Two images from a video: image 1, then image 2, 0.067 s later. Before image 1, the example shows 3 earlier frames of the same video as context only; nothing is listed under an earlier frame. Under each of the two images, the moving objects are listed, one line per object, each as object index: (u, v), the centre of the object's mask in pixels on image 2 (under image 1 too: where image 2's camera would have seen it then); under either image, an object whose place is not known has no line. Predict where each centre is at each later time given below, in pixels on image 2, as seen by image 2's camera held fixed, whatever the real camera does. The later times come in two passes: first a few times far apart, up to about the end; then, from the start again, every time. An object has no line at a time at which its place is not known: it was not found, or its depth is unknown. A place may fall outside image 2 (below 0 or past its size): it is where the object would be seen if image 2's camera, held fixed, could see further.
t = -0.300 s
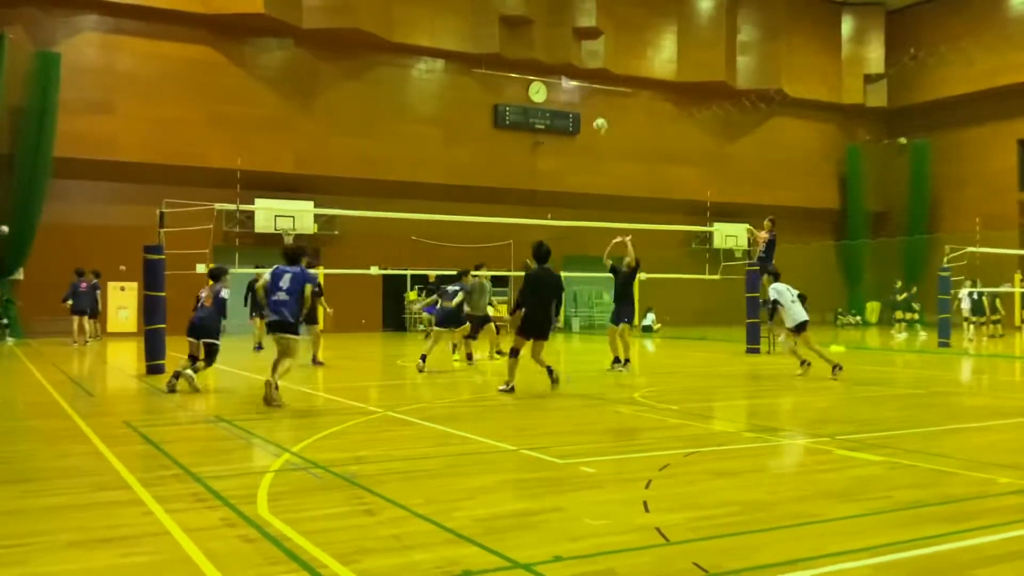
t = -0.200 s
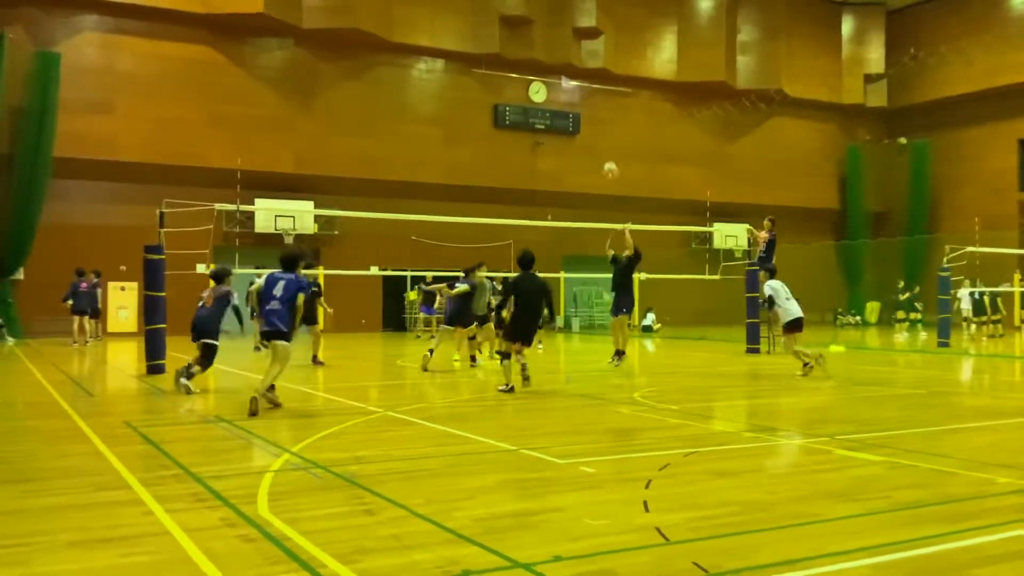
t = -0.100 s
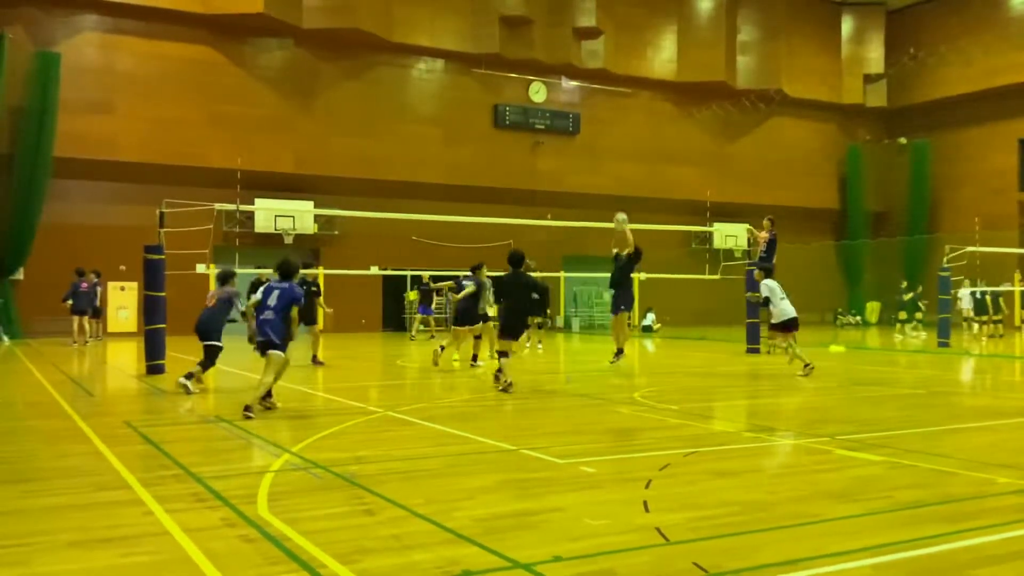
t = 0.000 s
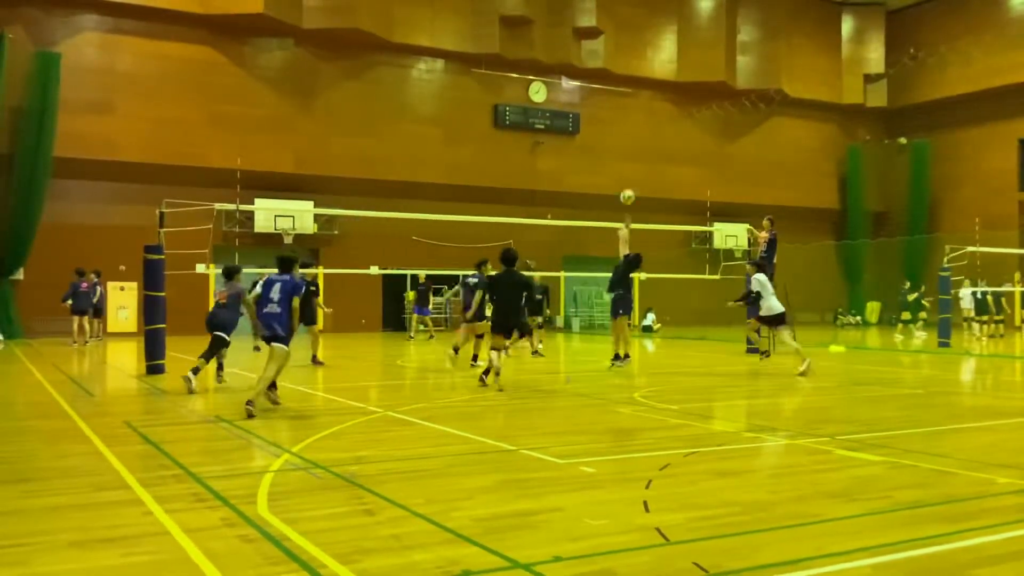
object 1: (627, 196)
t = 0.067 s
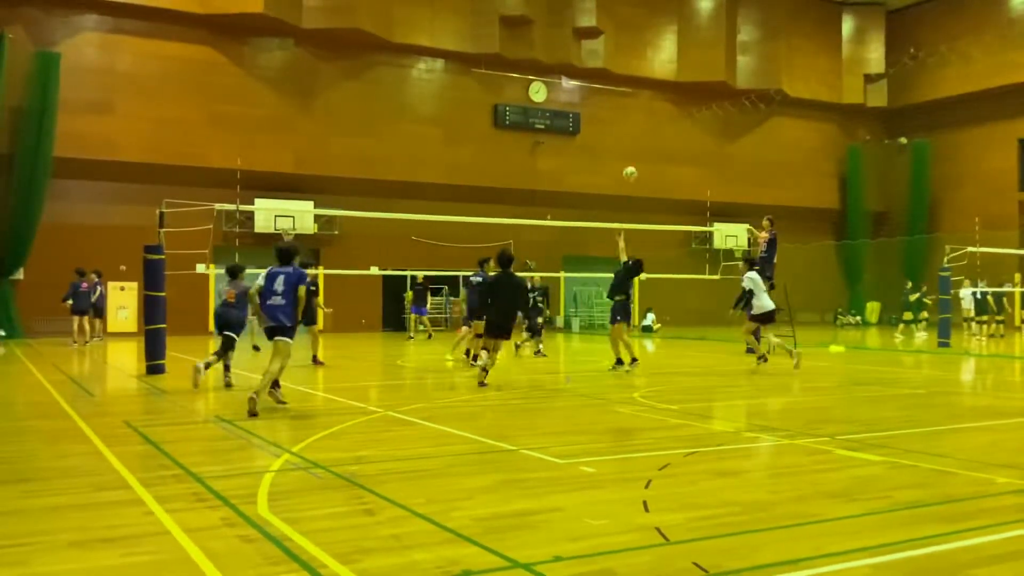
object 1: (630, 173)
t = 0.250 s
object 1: (637, 126)
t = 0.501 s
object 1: (646, 100)
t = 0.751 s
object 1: (654, 113)
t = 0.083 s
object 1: (631, 167)
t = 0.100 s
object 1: (631, 163)
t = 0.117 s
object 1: (632, 157)
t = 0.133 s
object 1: (632, 153)
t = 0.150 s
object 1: (634, 148)
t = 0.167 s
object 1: (634, 144)
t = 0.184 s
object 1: (635, 140)
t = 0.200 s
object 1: (635, 136)
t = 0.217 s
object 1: (636, 133)
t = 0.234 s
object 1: (637, 129)
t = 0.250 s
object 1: (637, 126)
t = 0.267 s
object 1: (638, 123)
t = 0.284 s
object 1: (638, 121)
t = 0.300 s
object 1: (639, 118)
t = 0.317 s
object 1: (639, 116)
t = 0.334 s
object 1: (640, 113)
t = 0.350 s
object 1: (641, 111)
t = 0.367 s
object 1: (642, 109)
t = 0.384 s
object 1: (642, 107)
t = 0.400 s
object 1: (643, 106)
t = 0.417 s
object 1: (644, 104)
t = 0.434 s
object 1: (644, 103)
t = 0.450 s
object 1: (644, 103)
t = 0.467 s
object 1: (645, 101)
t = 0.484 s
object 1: (646, 101)
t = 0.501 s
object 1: (646, 100)
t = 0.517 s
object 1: (647, 100)
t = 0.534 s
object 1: (647, 100)
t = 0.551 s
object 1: (648, 100)
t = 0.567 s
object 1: (648, 100)
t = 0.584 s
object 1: (649, 100)
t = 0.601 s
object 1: (649, 101)
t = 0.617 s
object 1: (650, 101)
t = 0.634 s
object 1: (650, 102)
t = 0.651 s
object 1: (651, 103)
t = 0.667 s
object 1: (651, 105)
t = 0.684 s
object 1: (652, 106)
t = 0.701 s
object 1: (652, 107)
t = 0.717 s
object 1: (653, 109)
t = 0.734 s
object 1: (654, 111)
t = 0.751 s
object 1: (654, 113)
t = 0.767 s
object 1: (655, 115)
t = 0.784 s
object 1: (655, 117)
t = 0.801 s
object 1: (655, 119)
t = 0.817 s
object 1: (656, 122)
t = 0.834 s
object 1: (657, 125)
